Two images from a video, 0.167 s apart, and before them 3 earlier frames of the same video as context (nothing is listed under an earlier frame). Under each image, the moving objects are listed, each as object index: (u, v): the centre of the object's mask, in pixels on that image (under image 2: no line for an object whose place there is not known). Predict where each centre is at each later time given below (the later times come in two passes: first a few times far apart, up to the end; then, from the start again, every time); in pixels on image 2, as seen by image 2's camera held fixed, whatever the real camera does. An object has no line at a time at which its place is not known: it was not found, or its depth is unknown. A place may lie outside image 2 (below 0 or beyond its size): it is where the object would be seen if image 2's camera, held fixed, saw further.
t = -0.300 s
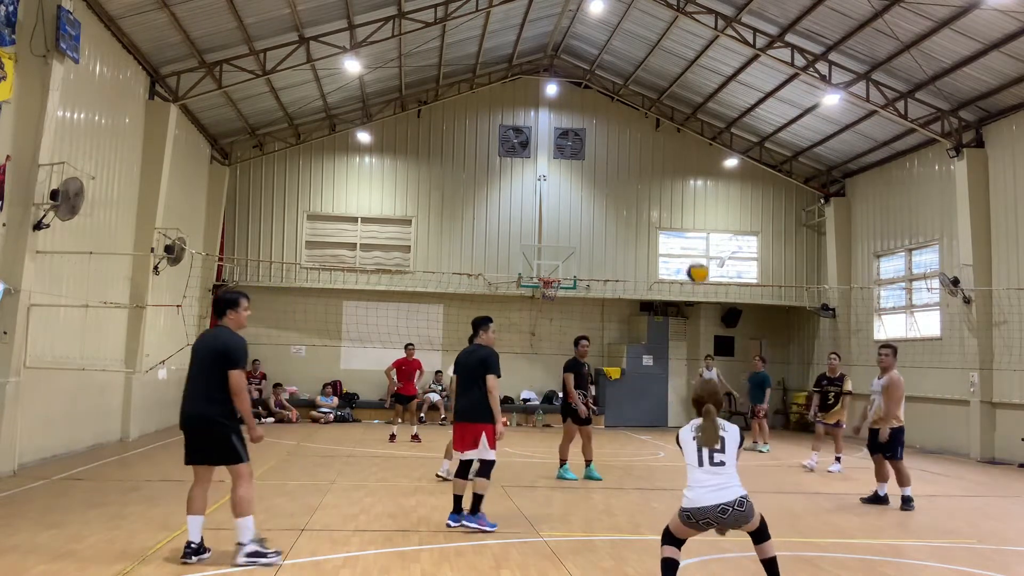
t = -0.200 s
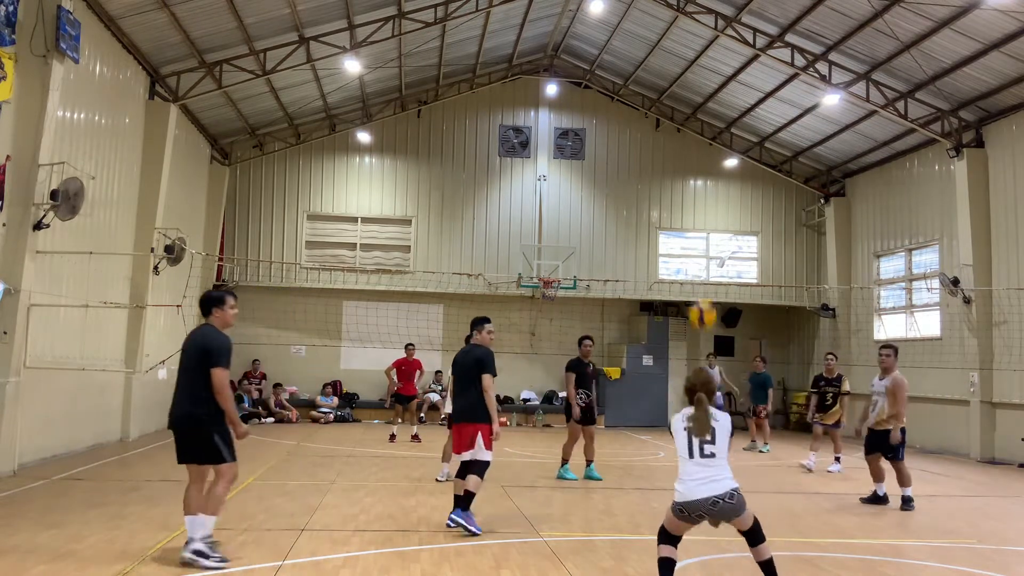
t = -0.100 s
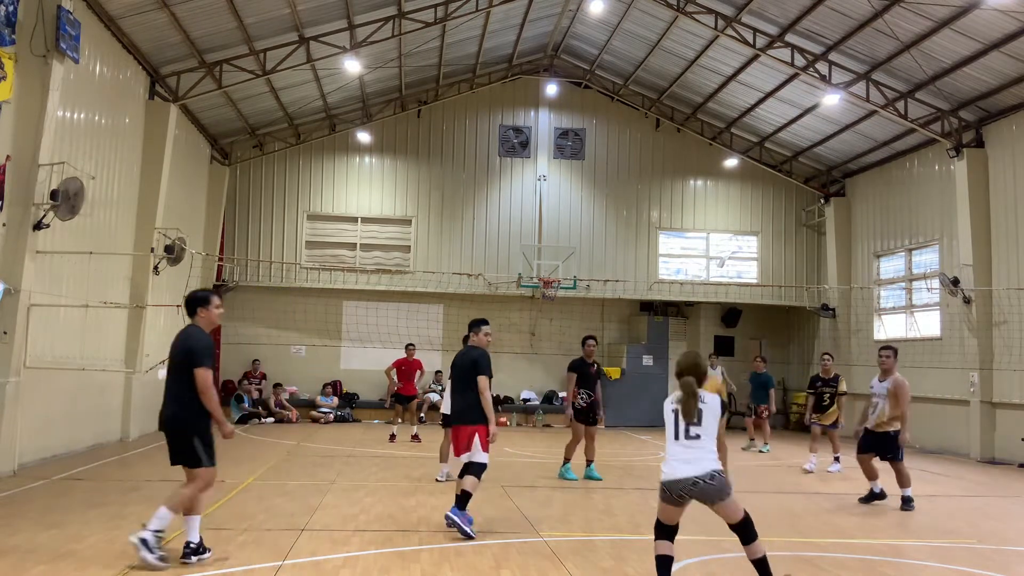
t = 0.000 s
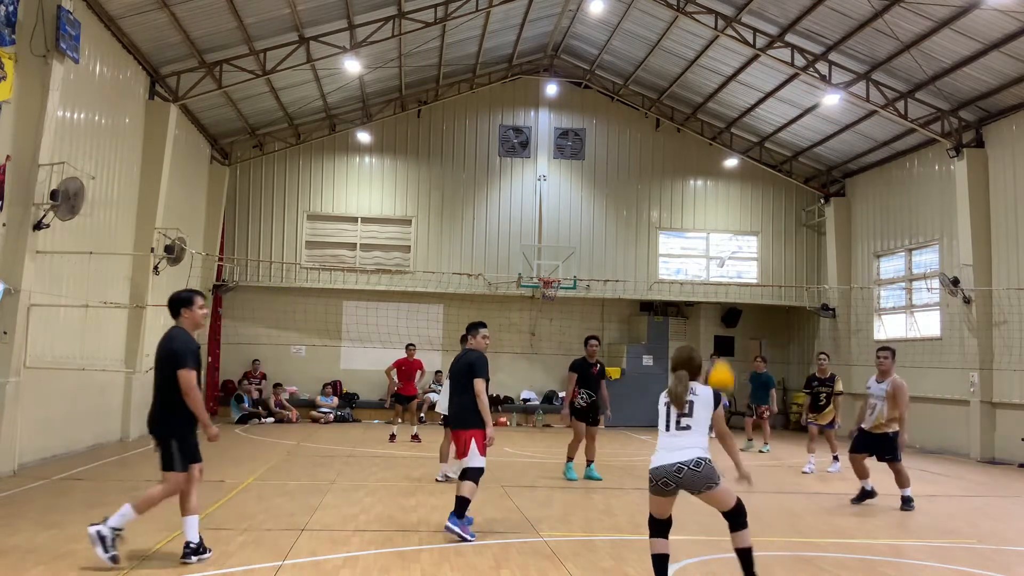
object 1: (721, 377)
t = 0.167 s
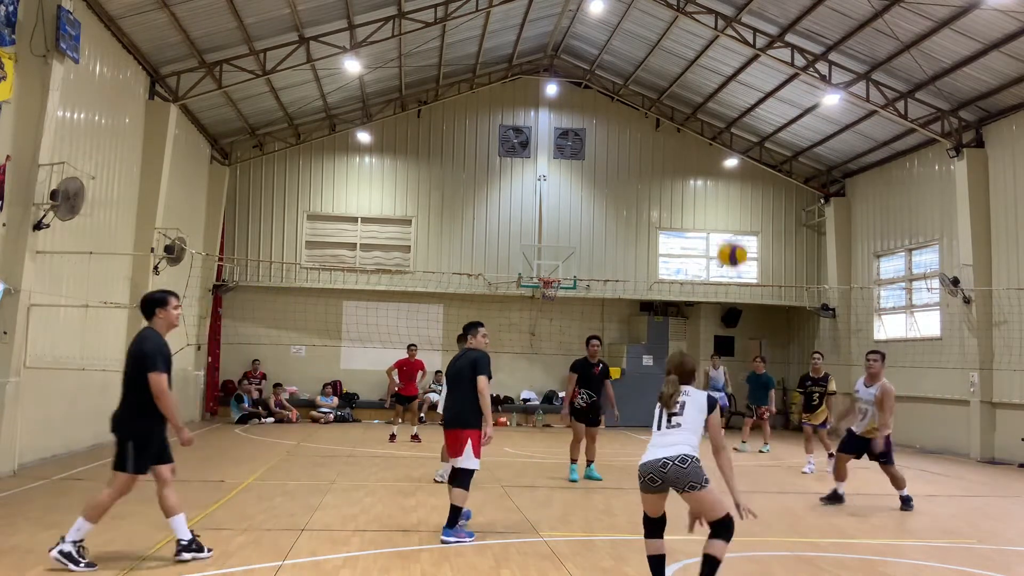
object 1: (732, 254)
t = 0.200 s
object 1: (735, 235)
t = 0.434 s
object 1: (748, 167)
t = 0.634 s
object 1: (755, 164)
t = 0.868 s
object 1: (762, 208)
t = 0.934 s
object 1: (763, 229)
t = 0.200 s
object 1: (735, 235)
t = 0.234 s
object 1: (736, 220)
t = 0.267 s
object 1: (738, 209)
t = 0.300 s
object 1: (740, 196)
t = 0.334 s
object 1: (742, 186)
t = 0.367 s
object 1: (743, 178)
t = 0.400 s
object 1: (746, 172)
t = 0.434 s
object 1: (748, 167)
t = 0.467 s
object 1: (749, 162)
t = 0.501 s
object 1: (750, 161)
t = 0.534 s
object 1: (751, 160)
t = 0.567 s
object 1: (752, 161)
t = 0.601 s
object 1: (753, 161)
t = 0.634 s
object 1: (755, 164)
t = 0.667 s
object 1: (757, 168)
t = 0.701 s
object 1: (757, 171)
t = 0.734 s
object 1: (758, 177)
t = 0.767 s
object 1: (759, 184)
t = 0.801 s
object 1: (760, 190)
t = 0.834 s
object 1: (761, 199)
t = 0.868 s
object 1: (762, 208)
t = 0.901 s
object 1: (762, 217)
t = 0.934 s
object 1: (763, 229)
